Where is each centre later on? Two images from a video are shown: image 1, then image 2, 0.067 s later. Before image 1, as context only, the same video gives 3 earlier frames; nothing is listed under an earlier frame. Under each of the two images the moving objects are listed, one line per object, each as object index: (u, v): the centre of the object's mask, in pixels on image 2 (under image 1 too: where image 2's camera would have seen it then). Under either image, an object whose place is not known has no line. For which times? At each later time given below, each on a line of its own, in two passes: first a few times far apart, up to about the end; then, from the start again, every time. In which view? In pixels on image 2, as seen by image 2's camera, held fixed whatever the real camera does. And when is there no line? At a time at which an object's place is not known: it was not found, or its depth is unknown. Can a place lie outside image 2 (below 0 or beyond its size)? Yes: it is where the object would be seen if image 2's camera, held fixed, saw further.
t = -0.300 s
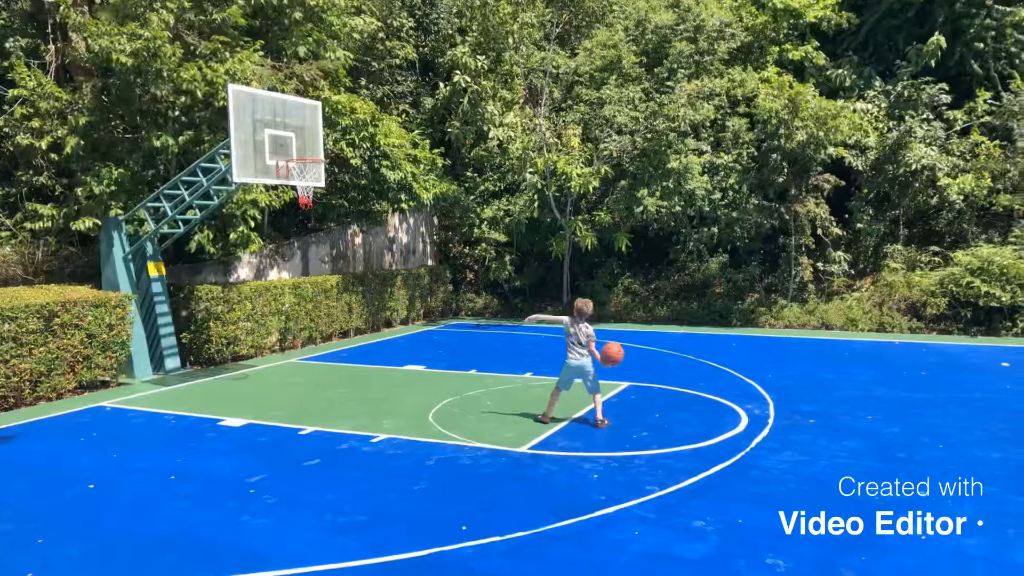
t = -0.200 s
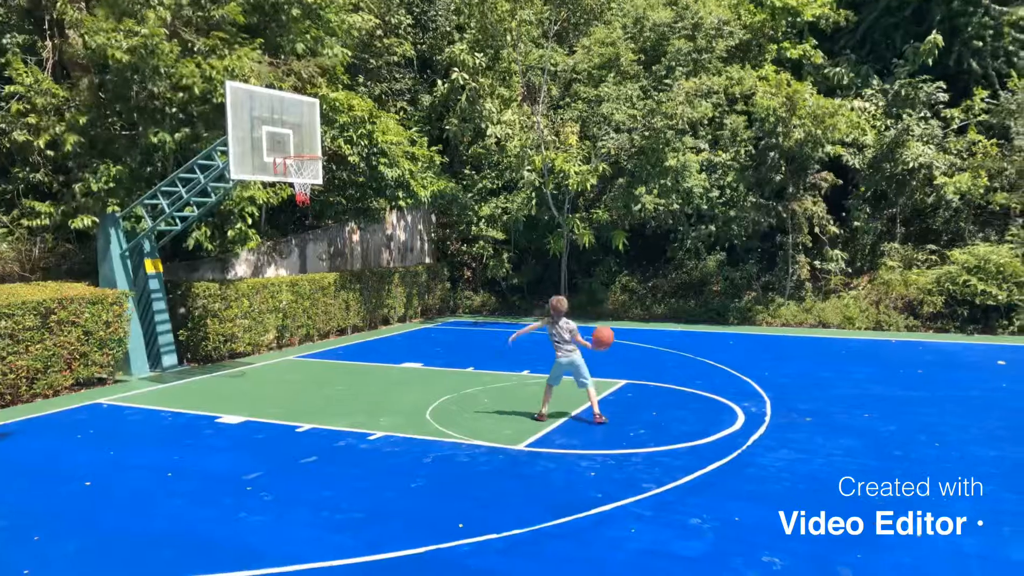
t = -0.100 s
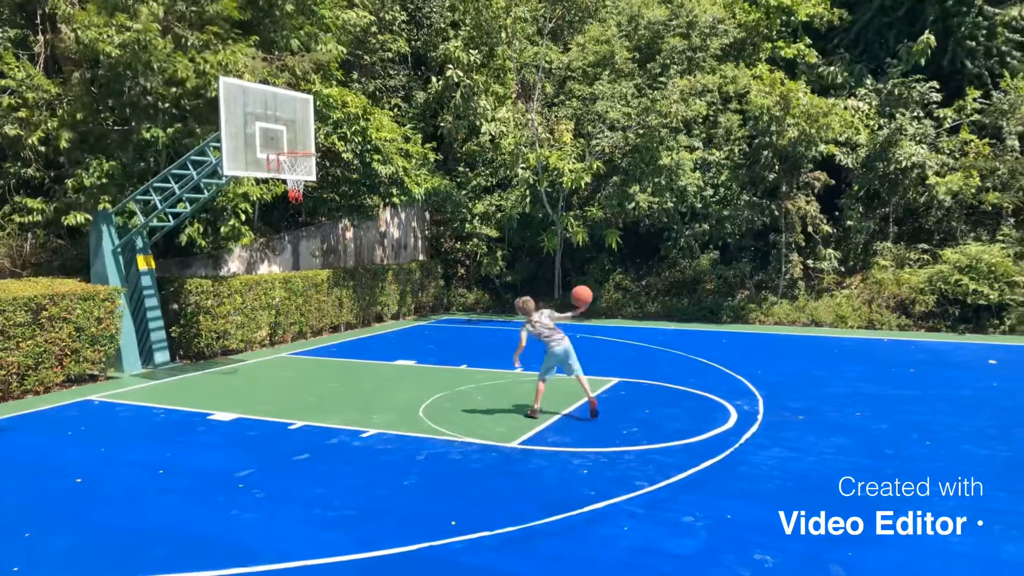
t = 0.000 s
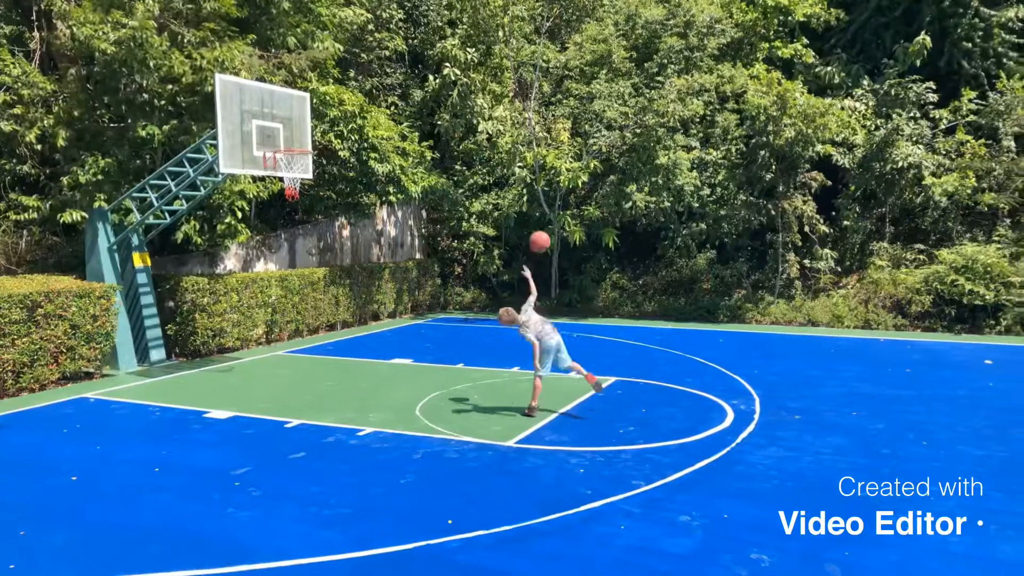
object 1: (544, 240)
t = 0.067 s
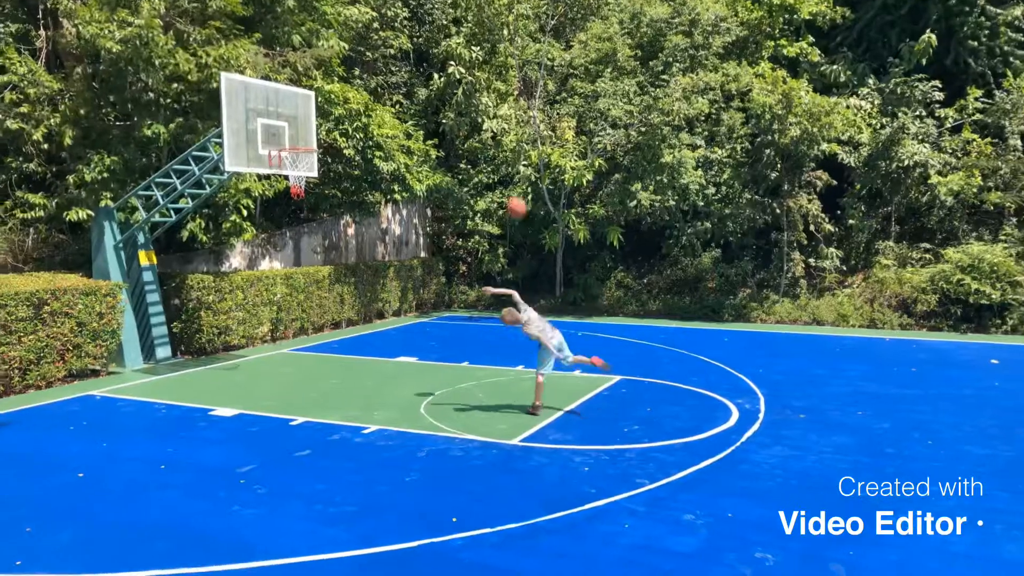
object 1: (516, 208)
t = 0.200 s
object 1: (459, 155)
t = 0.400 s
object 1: (381, 106)
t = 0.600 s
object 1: (306, 91)
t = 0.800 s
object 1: (238, 109)
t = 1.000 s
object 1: (174, 154)
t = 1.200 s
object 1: (116, 228)
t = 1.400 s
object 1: (67, 322)
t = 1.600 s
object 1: (88, 335)
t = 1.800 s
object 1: (129, 351)
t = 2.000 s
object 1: (169, 359)
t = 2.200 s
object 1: (204, 341)
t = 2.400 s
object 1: (241, 352)
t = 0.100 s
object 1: (502, 194)
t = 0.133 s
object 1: (489, 179)
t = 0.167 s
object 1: (473, 165)
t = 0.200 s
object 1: (459, 155)
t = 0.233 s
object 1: (447, 145)
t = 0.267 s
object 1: (434, 135)
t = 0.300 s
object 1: (421, 125)
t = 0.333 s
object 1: (408, 118)
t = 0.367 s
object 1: (394, 112)
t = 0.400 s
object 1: (381, 106)
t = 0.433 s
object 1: (368, 101)
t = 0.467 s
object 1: (356, 98)
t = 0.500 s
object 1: (343, 95)
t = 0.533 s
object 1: (331, 92)
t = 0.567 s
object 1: (318, 91)
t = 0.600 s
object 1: (306, 91)
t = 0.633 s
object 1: (295, 92)
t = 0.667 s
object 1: (283, 94)
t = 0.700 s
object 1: (272, 97)
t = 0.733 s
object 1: (261, 100)
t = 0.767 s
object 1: (249, 104)
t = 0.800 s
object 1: (238, 109)
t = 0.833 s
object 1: (227, 115)
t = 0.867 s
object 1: (216, 122)
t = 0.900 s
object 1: (206, 128)
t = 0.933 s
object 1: (195, 135)
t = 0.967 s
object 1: (184, 145)
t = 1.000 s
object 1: (174, 154)
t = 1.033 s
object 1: (164, 166)
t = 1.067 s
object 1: (154, 176)
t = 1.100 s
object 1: (145, 188)
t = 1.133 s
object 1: (136, 201)
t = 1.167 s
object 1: (126, 214)
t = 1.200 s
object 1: (116, 228)
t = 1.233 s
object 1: (106, 243)
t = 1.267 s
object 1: (98, 258)
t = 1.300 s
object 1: (89, 275)
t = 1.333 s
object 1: (80, 293)
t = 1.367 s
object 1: (72, 308)
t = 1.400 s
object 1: (67, 322)
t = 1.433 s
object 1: (64, 335)
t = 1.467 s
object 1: (65, 338)
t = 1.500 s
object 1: (69, 338)
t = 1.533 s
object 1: (76, 337)
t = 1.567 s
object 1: (82, 336)
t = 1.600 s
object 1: (88, 335)
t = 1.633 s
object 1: (96, 337)
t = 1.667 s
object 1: (103, 338)
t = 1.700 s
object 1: (110, 340)
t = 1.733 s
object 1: (116, 343)
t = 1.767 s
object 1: (123, 346)
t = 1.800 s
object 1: (129, 351)
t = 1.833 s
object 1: (137, 357)
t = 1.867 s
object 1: (144, 363)
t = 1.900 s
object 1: (151, 371)
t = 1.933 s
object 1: (158, 371)
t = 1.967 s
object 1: (163, 365)
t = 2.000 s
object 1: (169, 359)
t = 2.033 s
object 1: (175, 354)
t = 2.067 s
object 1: (181, 350)
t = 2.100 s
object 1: (187, 347)
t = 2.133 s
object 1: (192, 345)
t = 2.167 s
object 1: (198, 342)
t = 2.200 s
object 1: (204, 341)
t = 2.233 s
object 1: (211, 342)
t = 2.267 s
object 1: (217, 343)
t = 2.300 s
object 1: (223, 343)
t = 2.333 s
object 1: (228, 346)
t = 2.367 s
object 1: (234, 348)
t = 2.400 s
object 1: (241, 352)
